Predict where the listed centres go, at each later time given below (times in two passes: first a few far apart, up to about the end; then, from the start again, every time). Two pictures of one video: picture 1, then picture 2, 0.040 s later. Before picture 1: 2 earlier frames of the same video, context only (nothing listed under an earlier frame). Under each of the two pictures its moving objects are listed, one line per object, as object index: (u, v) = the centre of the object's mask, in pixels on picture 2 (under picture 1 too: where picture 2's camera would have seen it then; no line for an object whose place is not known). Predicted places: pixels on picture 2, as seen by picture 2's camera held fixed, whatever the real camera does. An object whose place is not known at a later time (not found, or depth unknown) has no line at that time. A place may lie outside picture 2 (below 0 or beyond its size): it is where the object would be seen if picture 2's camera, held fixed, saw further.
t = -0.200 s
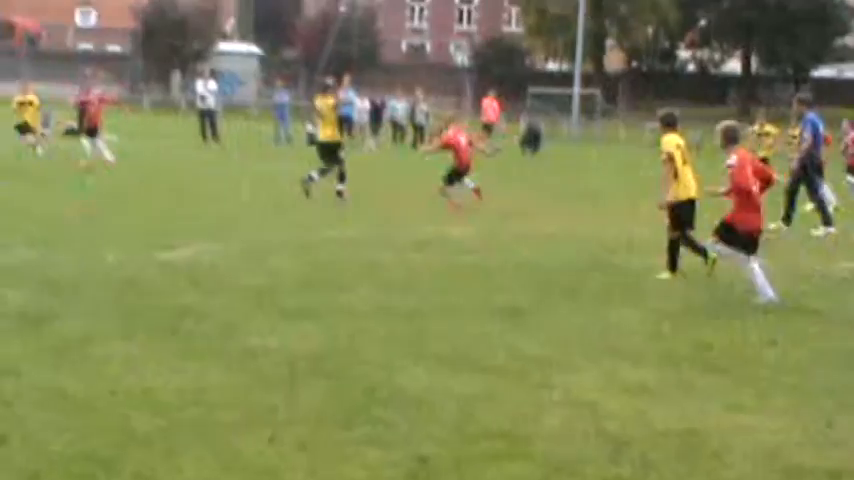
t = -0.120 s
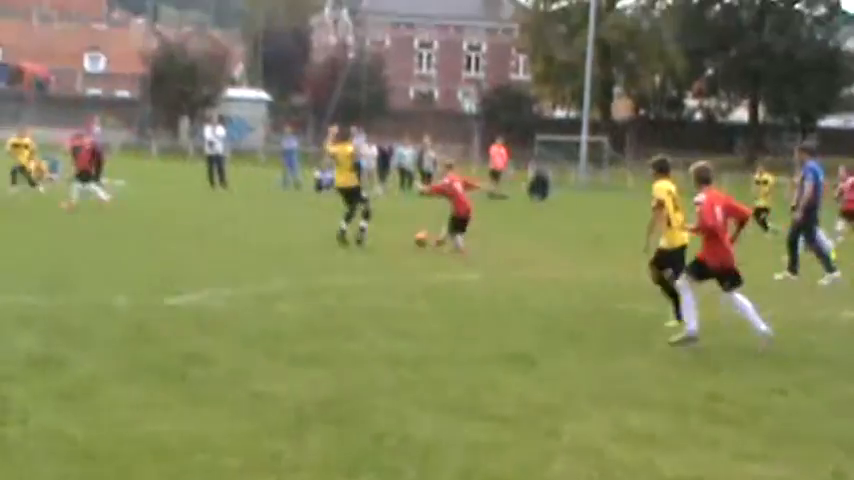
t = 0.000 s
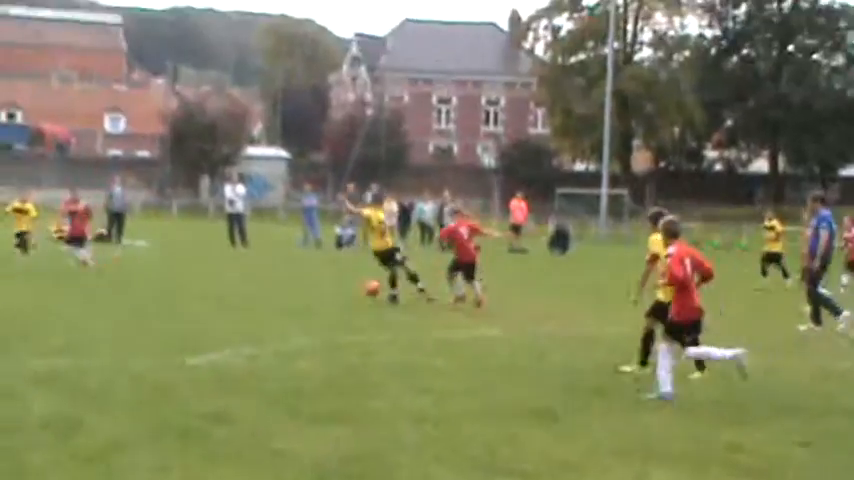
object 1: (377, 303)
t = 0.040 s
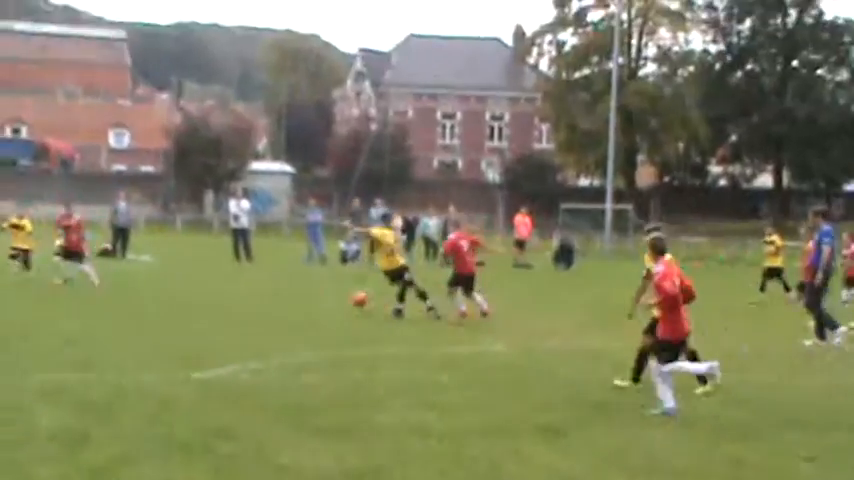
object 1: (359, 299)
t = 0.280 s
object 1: (262, 299)
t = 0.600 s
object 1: (135, 303)
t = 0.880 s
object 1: (24, 302)
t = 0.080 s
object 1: (343, 296)
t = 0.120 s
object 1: (327, 293)
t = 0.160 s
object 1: (309, 293)
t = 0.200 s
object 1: (293, 294)
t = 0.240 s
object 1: (278, 295)
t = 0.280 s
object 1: (262, 299)
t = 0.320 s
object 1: (245, 303)
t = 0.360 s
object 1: (229, 304)
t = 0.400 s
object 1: (213, 301)
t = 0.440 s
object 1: (197, 300)
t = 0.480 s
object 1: (182, 299)
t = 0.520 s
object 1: (167, 299)
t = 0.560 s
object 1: (150, 301)
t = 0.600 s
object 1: (135, 303)
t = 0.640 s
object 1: (117, 302)
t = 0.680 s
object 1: (102, 300)
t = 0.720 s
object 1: (87, 299)
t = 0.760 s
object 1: (71, 299)
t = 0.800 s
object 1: (55, 301)
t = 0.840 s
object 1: (39, 302)
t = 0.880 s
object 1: (24, 302)
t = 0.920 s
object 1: (8, 301)
